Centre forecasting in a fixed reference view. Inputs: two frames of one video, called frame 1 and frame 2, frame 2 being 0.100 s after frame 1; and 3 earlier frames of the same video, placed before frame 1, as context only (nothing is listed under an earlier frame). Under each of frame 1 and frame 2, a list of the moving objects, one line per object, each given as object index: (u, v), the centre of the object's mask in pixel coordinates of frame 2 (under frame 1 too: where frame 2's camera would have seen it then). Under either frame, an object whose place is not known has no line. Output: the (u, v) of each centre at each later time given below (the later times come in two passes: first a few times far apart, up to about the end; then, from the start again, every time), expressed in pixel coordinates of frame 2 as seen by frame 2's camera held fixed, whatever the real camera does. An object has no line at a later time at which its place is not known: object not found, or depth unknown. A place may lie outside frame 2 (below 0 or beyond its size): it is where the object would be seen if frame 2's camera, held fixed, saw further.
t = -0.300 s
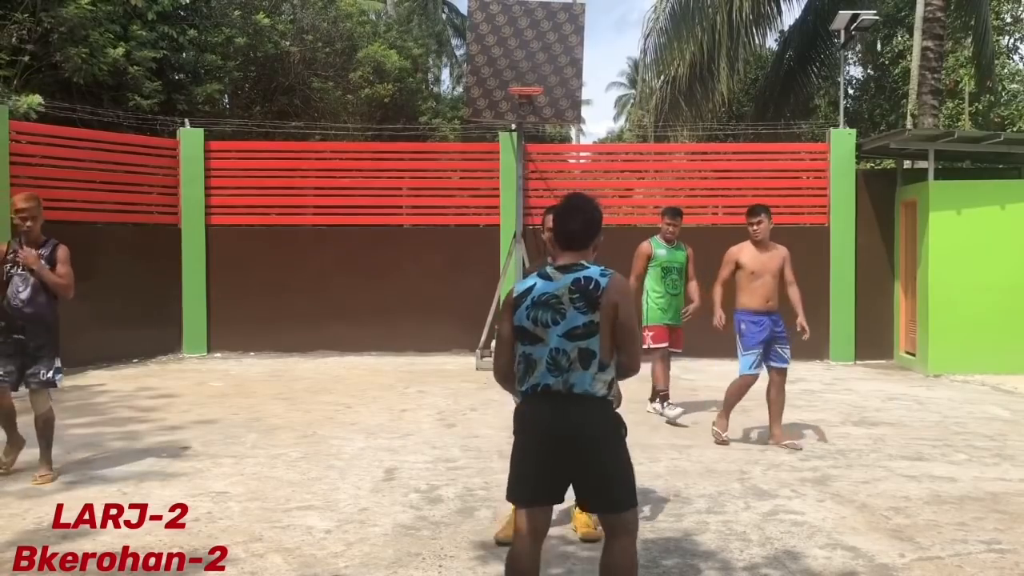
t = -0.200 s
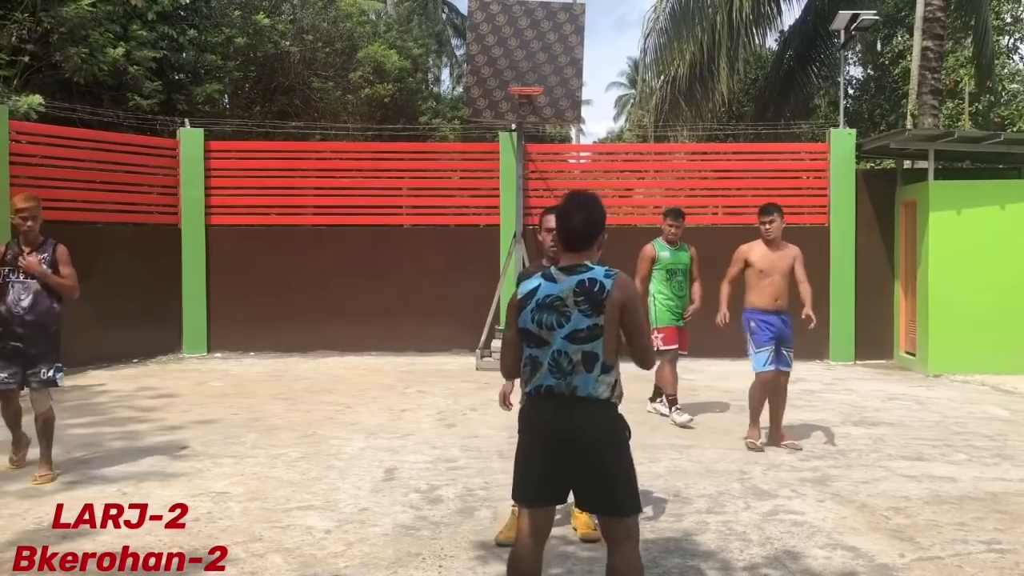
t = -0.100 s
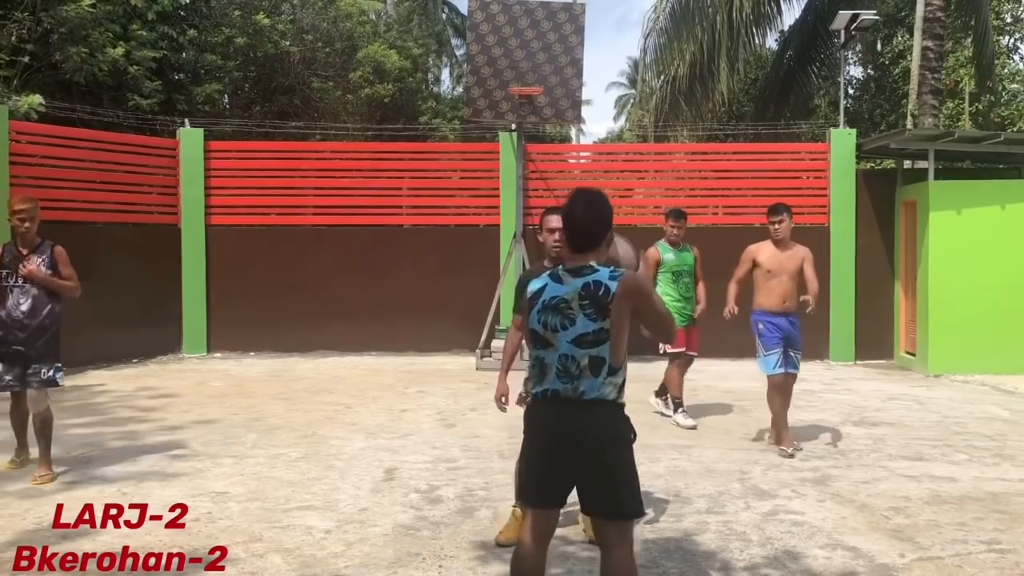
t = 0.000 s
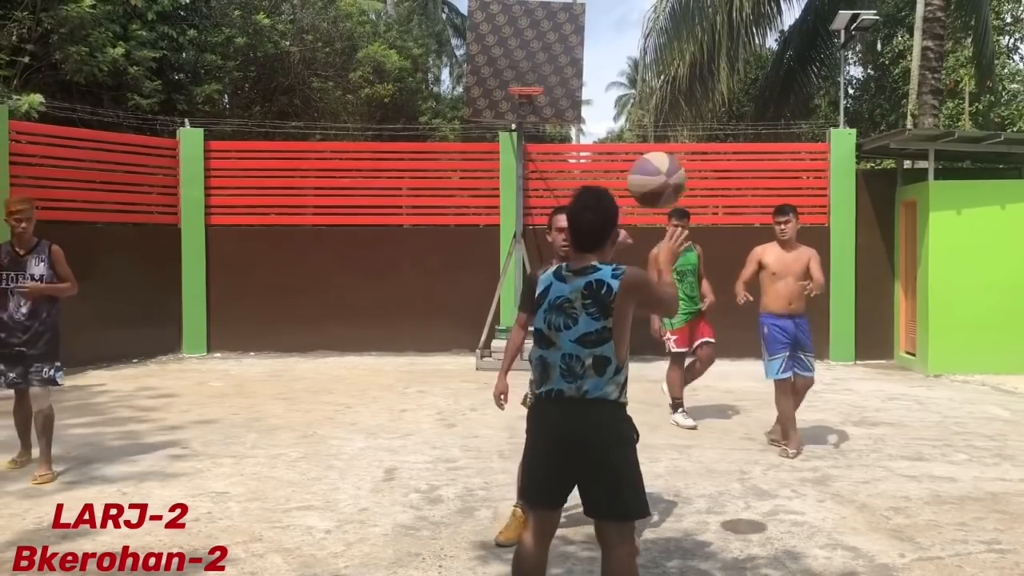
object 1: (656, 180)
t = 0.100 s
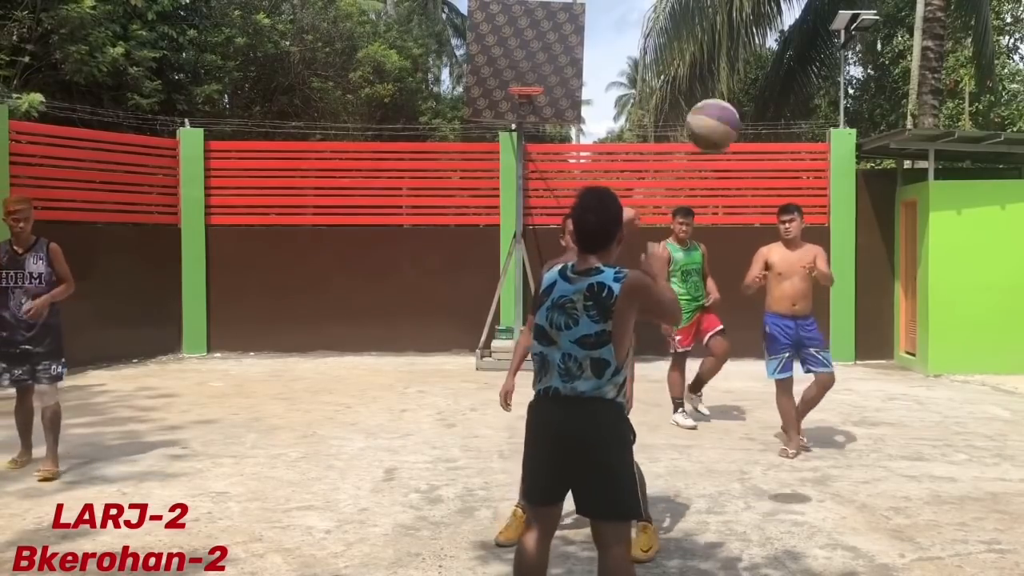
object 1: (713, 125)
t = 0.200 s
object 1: (759, 99)
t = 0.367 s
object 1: (819, 101)
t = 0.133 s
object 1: (729, 114)
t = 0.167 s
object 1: (745, 104)
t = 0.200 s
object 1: (759, 99)
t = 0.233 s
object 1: (773, 96)
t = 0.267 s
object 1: (785, 94)
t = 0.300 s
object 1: (797, 95)
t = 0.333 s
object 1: (809, 97)
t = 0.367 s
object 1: (819, 101)
